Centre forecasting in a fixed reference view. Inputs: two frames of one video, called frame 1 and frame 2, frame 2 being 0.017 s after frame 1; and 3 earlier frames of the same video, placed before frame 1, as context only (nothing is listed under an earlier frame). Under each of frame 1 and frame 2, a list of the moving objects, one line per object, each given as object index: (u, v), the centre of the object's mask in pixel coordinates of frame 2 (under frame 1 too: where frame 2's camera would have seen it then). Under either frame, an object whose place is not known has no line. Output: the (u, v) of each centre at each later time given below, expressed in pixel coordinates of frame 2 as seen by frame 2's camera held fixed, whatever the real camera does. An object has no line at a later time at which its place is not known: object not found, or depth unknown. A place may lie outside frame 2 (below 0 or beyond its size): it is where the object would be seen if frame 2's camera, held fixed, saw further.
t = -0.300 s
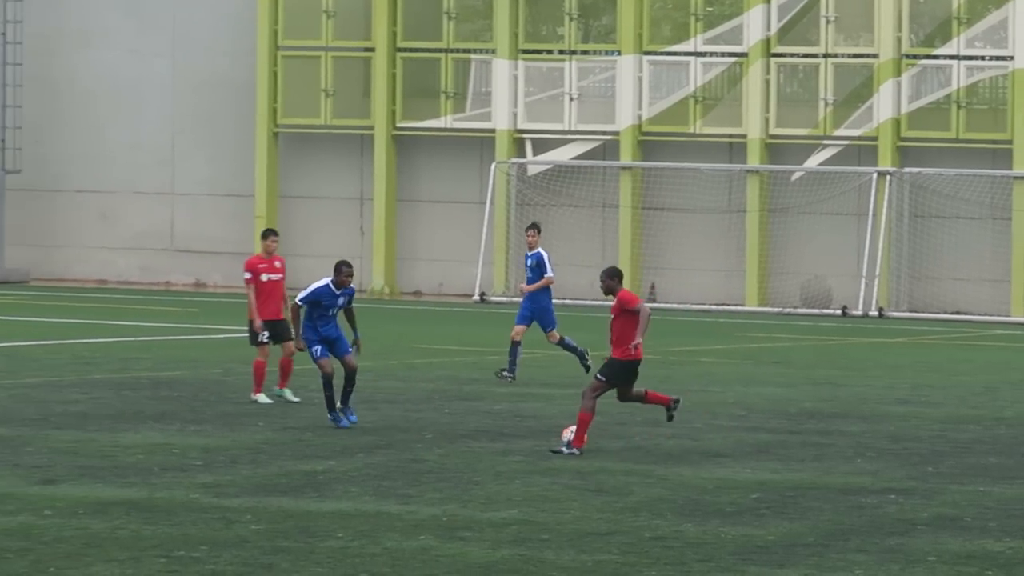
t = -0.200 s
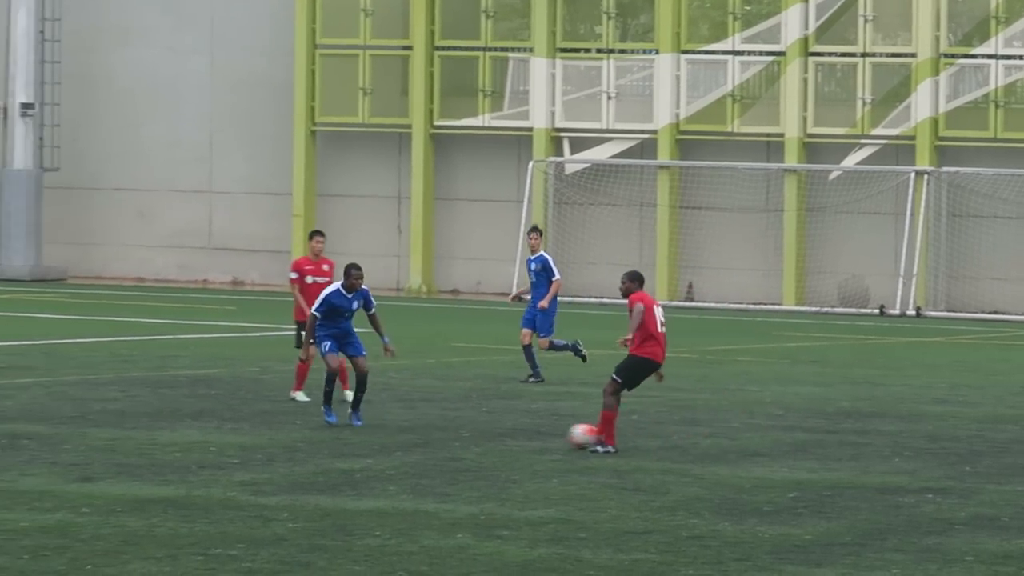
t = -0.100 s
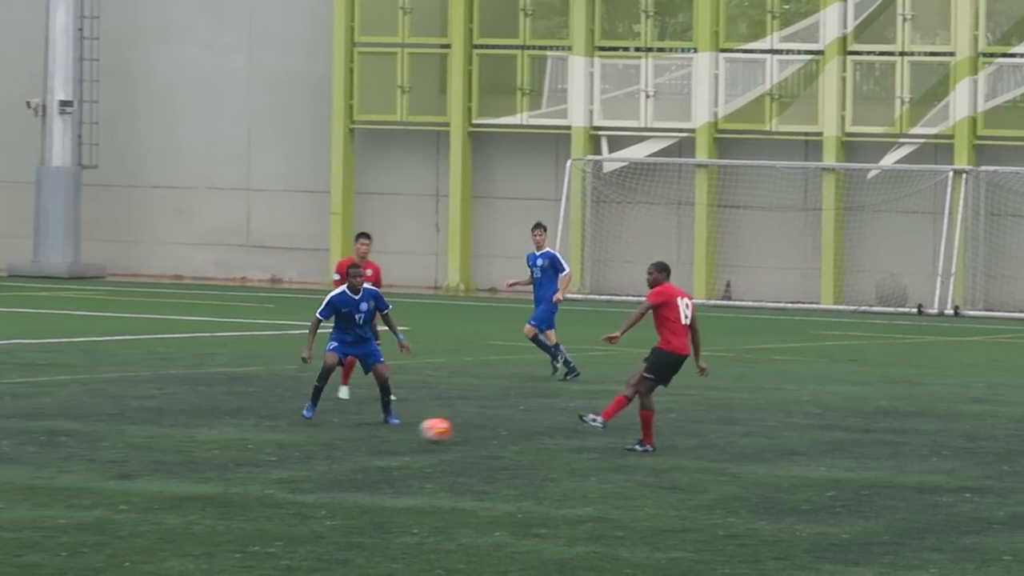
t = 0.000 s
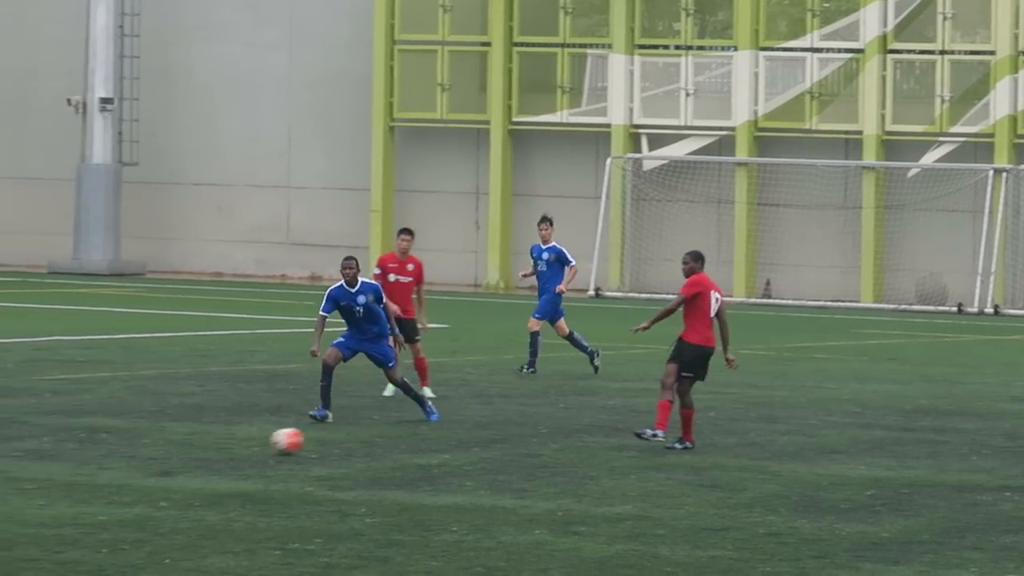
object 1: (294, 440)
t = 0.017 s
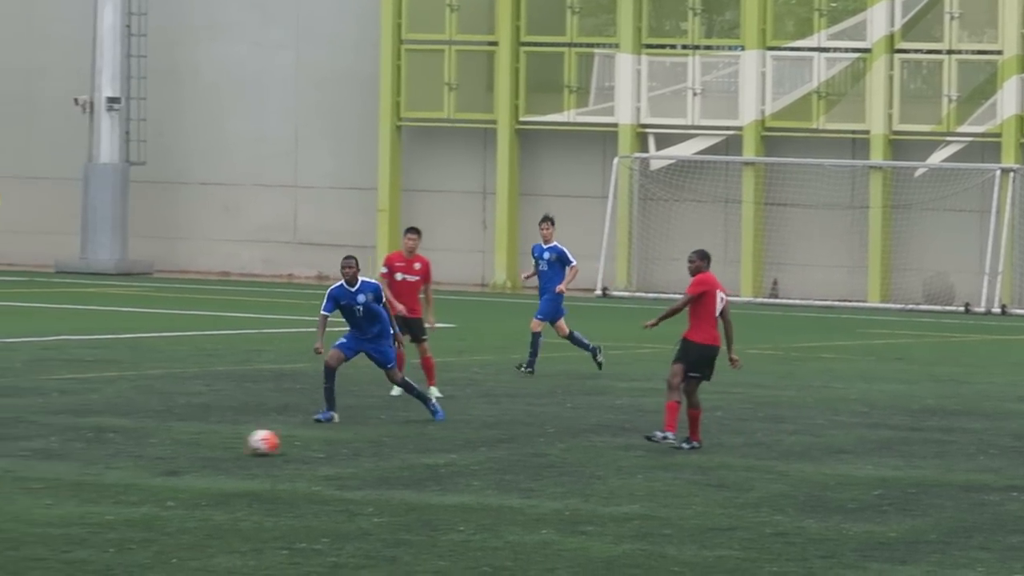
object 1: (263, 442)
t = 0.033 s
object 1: (233, 441)
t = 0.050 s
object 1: (203, 440)
